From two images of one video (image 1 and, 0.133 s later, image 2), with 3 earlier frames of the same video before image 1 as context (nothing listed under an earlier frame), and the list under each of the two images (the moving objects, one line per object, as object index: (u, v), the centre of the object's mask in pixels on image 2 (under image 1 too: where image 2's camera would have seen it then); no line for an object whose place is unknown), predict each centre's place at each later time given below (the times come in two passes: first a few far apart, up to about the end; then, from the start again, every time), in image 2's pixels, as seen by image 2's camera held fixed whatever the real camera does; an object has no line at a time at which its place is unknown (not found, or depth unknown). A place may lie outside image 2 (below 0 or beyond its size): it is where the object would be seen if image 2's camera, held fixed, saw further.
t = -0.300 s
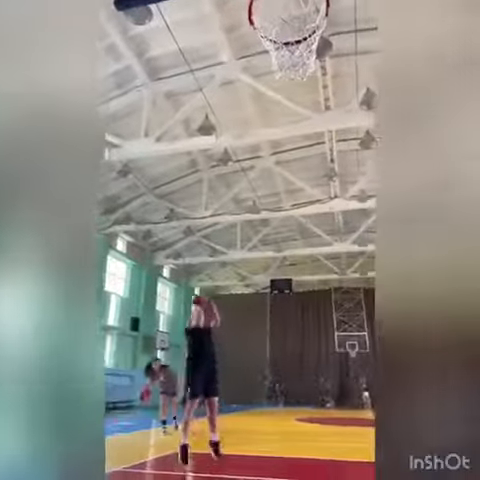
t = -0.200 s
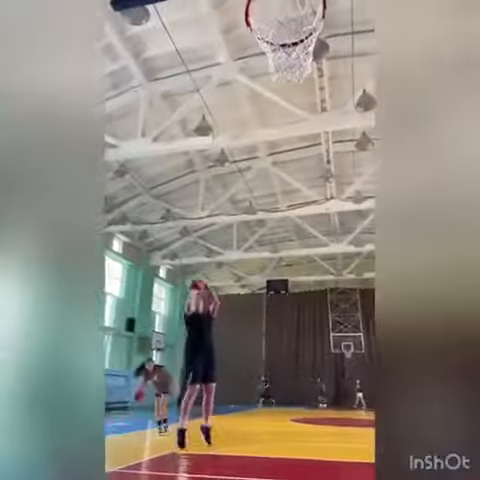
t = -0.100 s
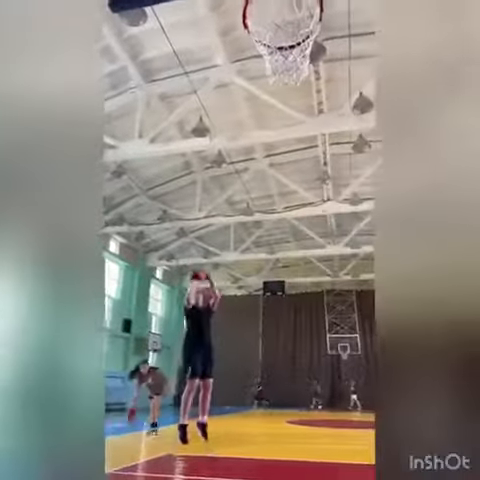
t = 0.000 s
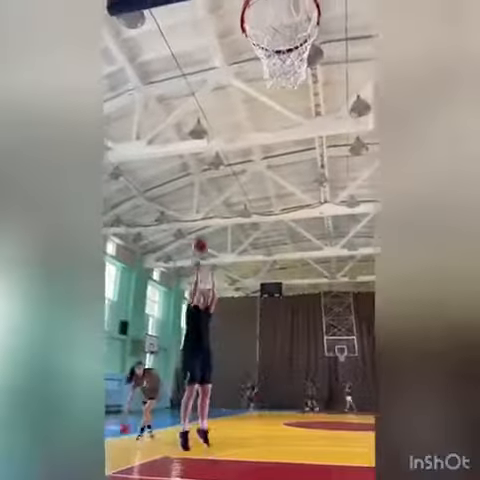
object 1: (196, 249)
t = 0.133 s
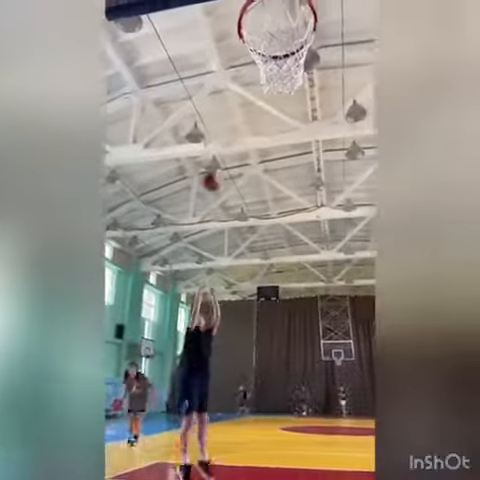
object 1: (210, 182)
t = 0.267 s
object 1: (222, 134)
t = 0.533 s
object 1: (246, 62)
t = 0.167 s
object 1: (214, 168)
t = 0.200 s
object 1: (216, 157)
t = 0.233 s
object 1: (219, 145)
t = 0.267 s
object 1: (222, 134)
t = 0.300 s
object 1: (225, 124)
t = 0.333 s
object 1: (228, 114)
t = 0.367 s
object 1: (231, 104)
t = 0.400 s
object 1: (236, 94)
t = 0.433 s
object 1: (239, 85)
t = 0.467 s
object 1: (242, 76)
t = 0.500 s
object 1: (245, 68)
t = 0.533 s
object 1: (246, 62)
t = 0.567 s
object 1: (247, 57)
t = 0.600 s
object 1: (259, 42)
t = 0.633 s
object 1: (265, 37)
